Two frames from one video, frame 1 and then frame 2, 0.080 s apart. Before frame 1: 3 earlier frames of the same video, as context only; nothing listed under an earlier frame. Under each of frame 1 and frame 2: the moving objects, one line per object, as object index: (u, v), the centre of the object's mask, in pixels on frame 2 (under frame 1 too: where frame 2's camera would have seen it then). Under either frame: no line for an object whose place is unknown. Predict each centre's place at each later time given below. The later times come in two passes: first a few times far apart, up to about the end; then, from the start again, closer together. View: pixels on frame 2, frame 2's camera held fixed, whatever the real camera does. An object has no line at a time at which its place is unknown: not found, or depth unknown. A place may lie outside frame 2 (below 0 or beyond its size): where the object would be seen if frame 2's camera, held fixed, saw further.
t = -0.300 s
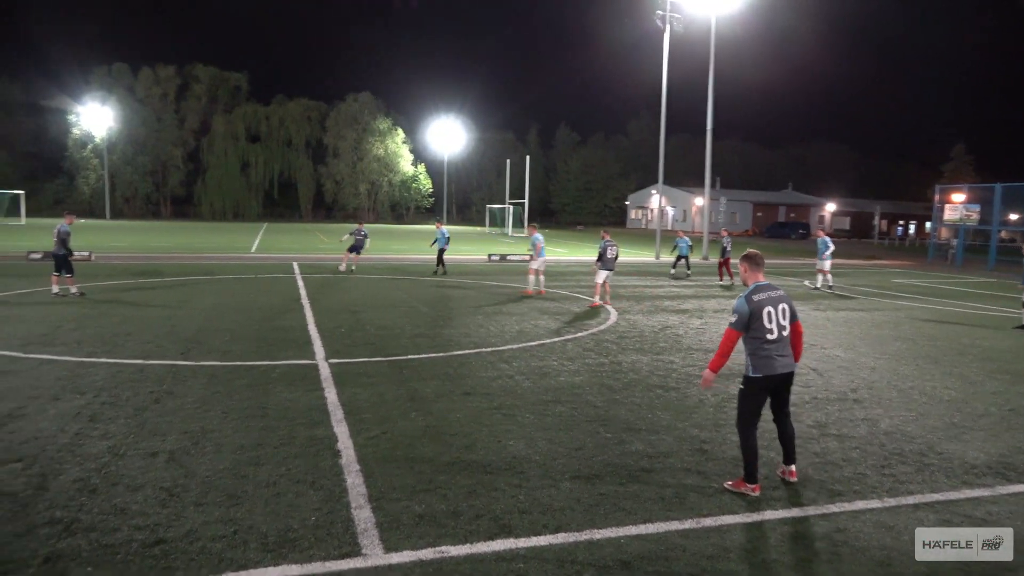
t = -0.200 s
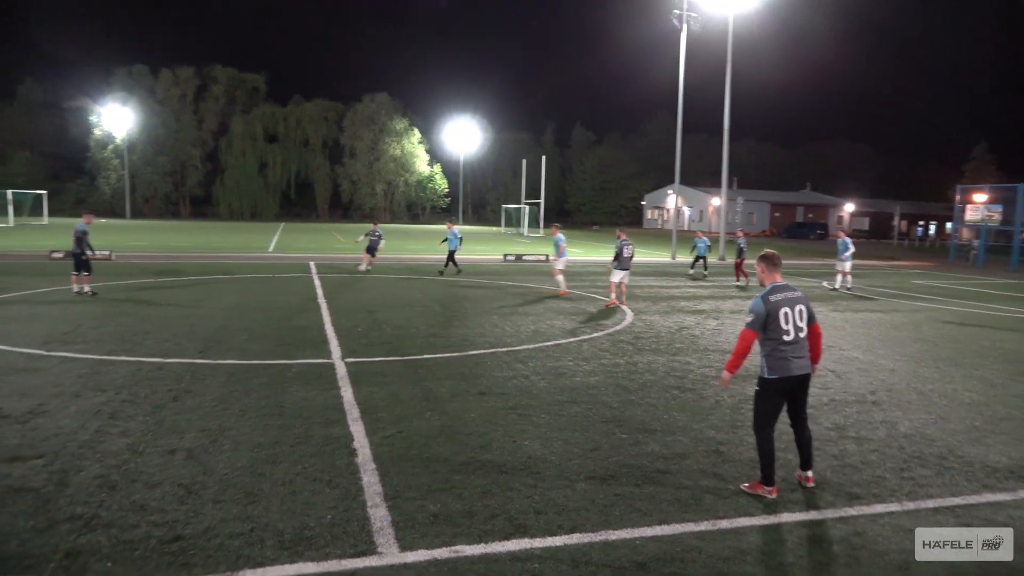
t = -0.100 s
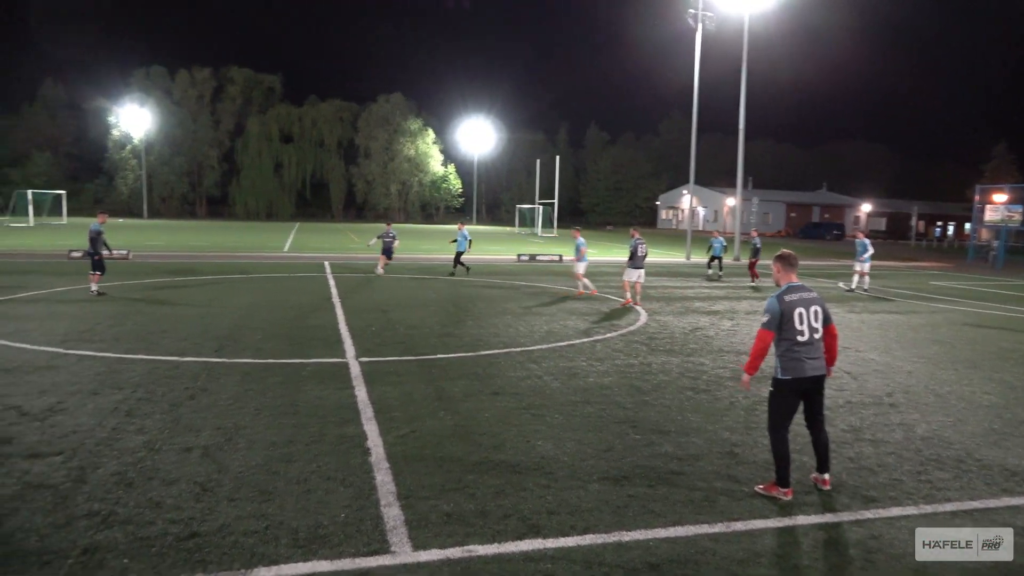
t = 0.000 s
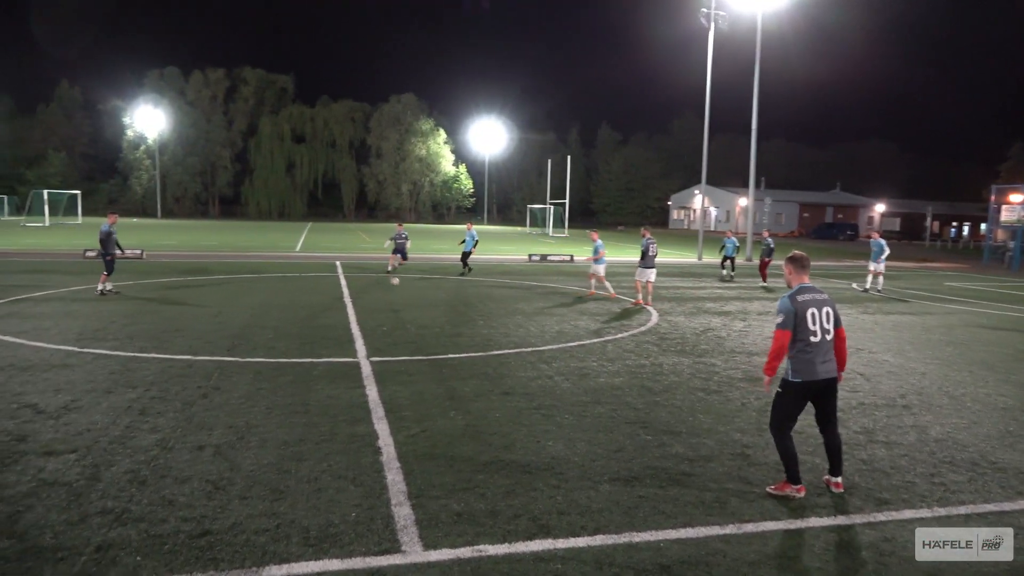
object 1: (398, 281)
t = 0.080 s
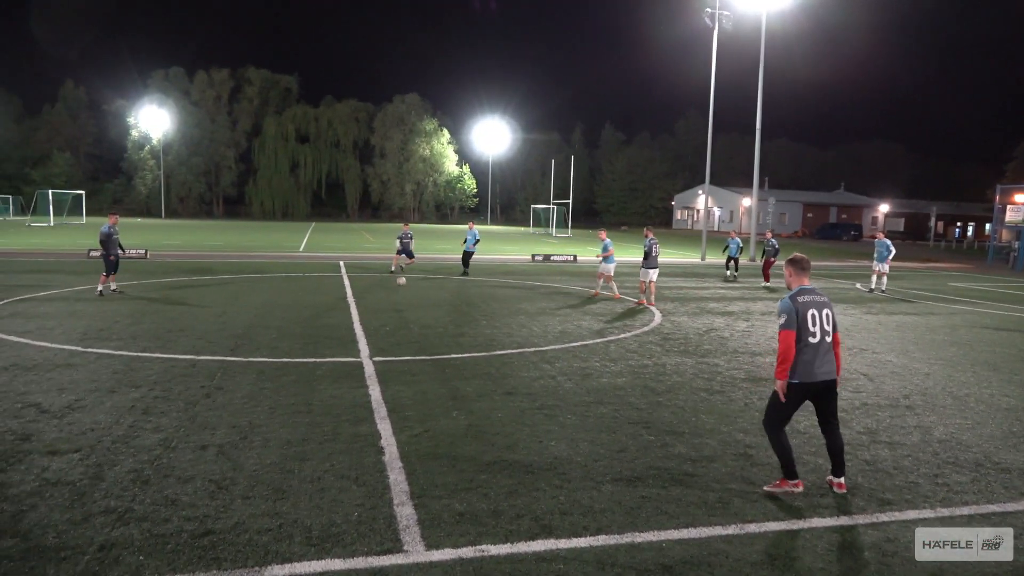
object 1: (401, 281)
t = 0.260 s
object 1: (410, 290)
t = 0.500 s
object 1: (425, 307)
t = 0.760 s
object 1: (448, 331)
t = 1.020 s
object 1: (481, 362)
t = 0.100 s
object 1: (402, 281)
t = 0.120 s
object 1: (403, 281)
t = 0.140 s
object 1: (404, 282)
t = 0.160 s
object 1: (405, 283)
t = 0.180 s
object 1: (406, 284)
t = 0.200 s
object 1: (407, 285)
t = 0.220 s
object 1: (408, 287)
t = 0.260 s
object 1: (410, 290)
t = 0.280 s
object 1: (411, 293)
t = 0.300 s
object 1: (412, 296)
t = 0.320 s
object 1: (413, 299)
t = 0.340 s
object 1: (415, 299)
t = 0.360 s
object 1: (416, 299)
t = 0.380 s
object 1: (417, 299)
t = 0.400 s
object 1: (418, 300)
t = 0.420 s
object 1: (420, 301)
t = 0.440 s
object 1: (421, 302)
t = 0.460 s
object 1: (422, 303)
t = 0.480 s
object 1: (423, 305)
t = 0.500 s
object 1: (425, 307)
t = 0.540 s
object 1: (427, 312)
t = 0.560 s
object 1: (429, 315)
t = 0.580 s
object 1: (430, 316)
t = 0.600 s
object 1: (432, 317)
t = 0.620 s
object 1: (434, 318)
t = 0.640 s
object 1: (436, 318)
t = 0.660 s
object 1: (438, 320)
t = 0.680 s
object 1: (440, 321)
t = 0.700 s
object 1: (441, 323)
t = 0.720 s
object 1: (444, 325)
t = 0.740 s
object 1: (446, 328)
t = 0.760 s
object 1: (448, 331)
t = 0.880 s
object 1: (462, 339)
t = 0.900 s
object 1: (464, 341)
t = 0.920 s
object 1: (467, 344)
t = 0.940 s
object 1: (470, 347)
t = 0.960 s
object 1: (472, 350)
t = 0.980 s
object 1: (475, 354)
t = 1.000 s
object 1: (478, 359)
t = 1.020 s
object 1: (481, 362)
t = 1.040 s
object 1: (485, 364)
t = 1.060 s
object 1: (488, 365)
